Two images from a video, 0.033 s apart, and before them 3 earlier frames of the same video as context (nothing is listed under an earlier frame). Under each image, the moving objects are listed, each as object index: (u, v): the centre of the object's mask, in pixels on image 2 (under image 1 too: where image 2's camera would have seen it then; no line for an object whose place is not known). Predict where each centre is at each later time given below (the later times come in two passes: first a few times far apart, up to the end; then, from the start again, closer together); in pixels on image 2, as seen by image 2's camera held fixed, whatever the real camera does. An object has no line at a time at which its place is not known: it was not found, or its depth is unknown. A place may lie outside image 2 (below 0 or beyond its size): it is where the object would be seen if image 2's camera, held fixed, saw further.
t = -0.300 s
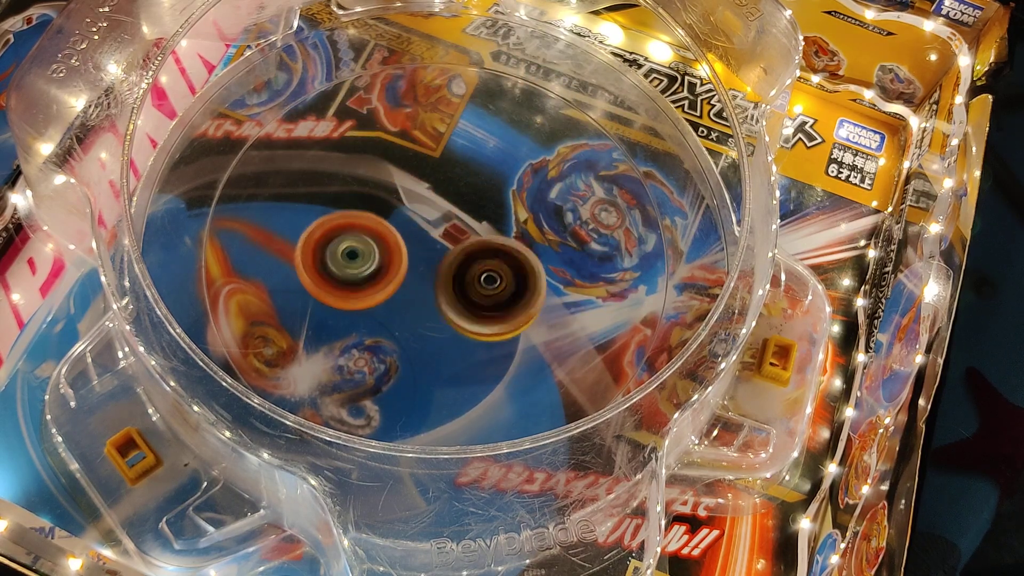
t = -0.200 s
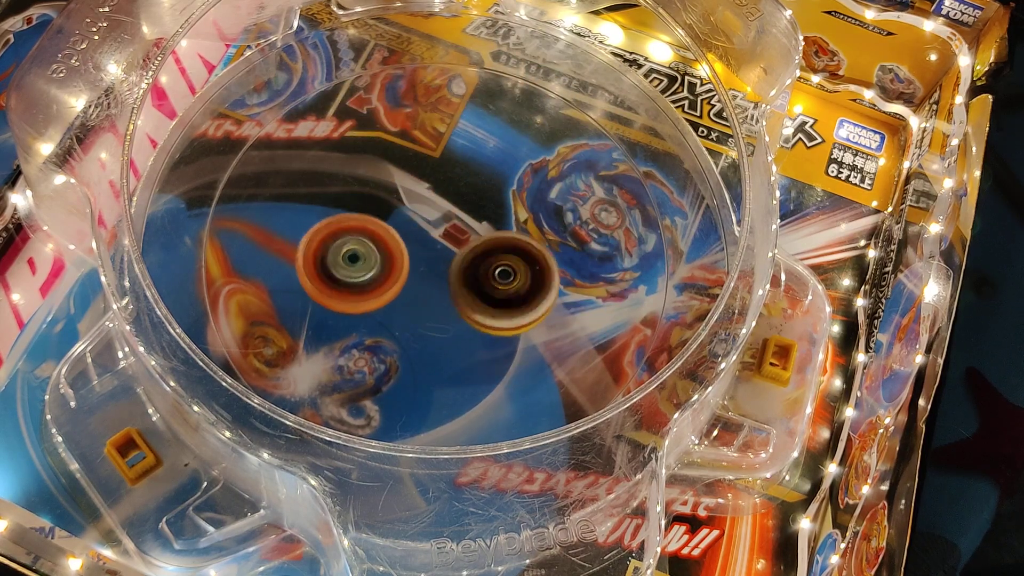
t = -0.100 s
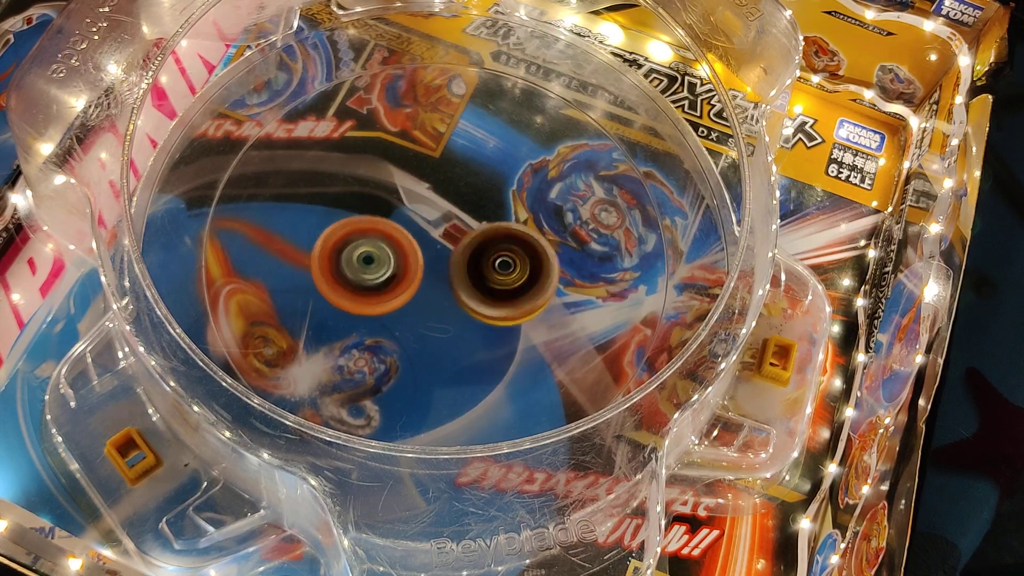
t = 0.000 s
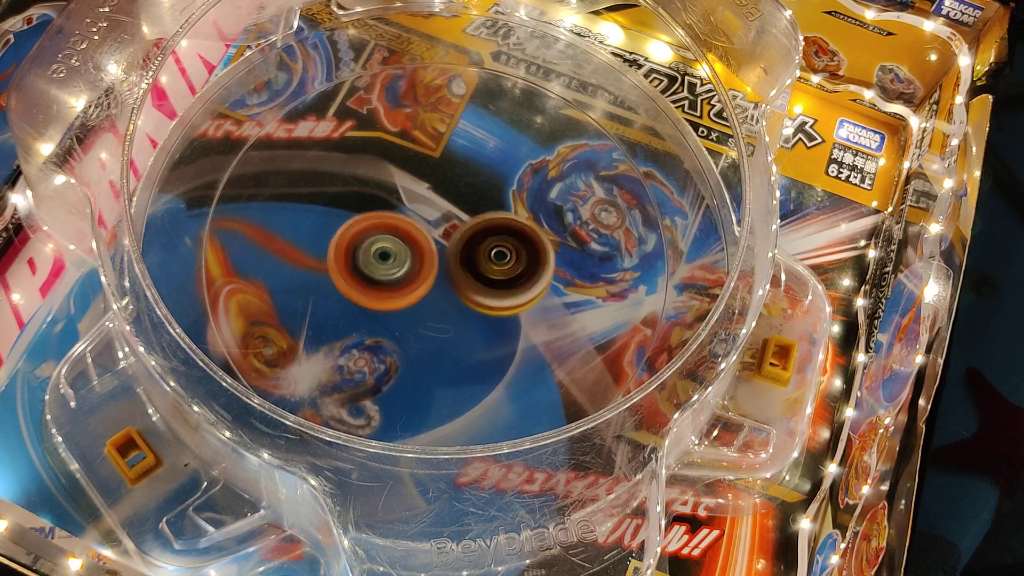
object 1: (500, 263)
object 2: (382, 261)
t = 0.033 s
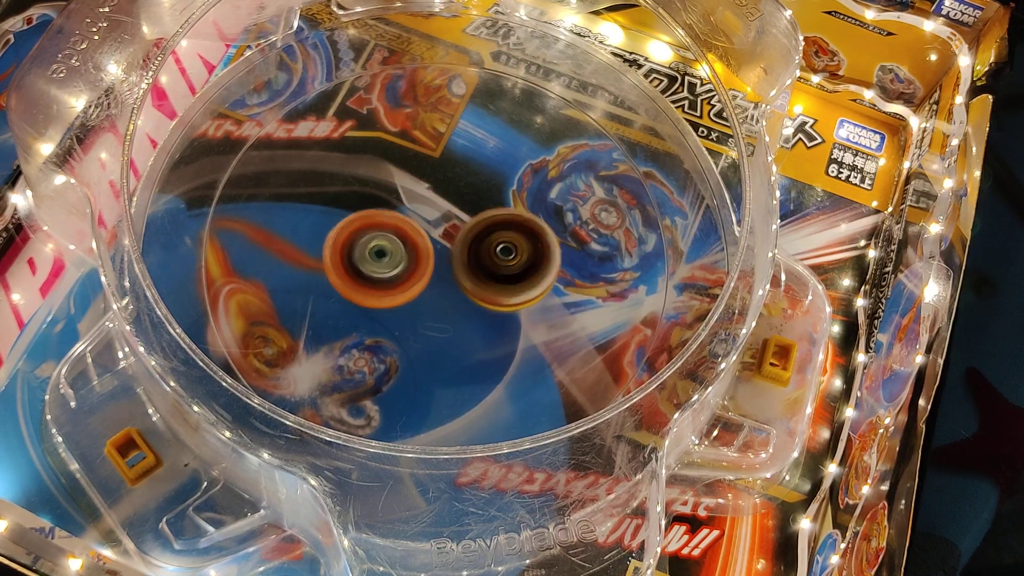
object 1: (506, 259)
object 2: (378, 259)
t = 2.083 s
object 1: (407, 268)
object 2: (480, 182)
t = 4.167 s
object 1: (476, 261)
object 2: (345, 249)
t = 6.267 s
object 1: (482, 217)
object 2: (409, 307)
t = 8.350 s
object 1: (441, 205)
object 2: (486, 302)
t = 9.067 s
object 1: (478, 263)
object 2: (359, 251)
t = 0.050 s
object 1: (507, 258)
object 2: (378, 258)
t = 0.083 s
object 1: (509, 255)
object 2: (377, 254)
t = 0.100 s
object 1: (508, 254)
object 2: (377, 253)
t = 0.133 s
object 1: (507, 251)
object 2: (380, 251)
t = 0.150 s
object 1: (506, 250)
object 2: (381, 249)
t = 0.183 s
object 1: (503, 248)
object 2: (383, 247)
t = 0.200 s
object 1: (501, 245)
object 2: (386, 246)
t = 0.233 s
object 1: (504, 244)
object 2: (383, 242)
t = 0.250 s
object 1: (508, 243)
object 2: (379, 239)
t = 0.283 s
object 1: (512, 243)
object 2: (372, 236)
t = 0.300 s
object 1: (514, 242)
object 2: (370, 234)
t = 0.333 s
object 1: (515, 241)
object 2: (367, 232)
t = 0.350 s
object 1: (515, 240)
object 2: (366, 231)
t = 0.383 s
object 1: (512, 239)
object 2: (365, 229)
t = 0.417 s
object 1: (510, 237)
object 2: (366, 227)
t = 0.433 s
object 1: (507, 236)
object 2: (367, 226)
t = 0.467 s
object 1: (503, 235)
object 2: (371, 224)
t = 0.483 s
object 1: (500, 234)
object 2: (372, 224)
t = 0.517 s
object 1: (495, 234)
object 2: (377, 222)
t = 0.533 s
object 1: (492, 233)
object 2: (380, 221)
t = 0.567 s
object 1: (496, 234)
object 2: (377, 217)
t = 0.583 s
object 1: (497, 235)
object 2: (375, 215)
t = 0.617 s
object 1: (500, 237)
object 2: (372, 212)
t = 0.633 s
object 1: (500, 237)
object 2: (371, 210)
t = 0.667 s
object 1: (501, 238)
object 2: (371, 210)
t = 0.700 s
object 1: (499, 239)
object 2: (372, 209)
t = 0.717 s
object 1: (499, 239)
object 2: (374, 209)
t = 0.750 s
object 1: (496, 240)
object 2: (378, 209)
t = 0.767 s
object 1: (495, 240)
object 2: (380, 209)
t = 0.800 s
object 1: (492, 241)
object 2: (386, 209)
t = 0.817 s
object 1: (497, 243)
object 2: (383, 206)
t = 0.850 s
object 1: (504, 248)
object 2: (374, 201)
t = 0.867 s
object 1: (507, 249)
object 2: (372, 199)
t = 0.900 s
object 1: (510, 252)
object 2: (367, 196)
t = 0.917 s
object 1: (512, 253)
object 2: (366, 196)
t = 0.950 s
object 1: (513, 256)
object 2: (365, 195)
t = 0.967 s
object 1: (514, 257)
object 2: (365, 195)
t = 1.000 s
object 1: (514, 260)
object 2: (368, 196)
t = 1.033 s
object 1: (514, 261)
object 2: (370, 198)
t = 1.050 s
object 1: (514, 263)
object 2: (373, 200)
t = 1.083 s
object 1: (514, 264)
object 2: (377, 201)
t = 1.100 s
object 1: (513, 265)
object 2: (381, 203)
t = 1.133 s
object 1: (511, 267)
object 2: (389, 205)
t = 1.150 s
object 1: (510, 268)
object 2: (392, 206)
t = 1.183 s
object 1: (507, 269)
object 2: (402, 209)
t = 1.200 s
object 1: (506, 269)
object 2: (406, 209)
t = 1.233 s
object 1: (505, 273)
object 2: (413, 210)
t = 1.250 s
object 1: (509, 278)
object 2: (412, 206)
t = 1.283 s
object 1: (514, 285)
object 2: (411, 201)
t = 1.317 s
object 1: (517, 290)
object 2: (412, 195)
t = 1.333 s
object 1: (518, 292)
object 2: (413, 193)
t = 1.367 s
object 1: (518, 295)
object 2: (416, 189)
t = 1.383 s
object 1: (518, 296)
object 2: (417, 188)
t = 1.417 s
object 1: (515, 296)
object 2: (423, 185)
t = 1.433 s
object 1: (515, 296)
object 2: (424, 183)
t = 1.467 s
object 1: (510, 296)
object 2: (429, 182)
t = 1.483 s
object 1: (509, 295)
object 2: (432, 180)
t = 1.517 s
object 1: (503, 294)
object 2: (435, 178)
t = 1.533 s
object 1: (501, 292)
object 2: (438, 177)
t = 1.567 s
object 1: (496, 291)
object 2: (442, 175)
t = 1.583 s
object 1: (492, 289)
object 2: (445, 174)
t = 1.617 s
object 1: (487, 287)
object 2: (447, 172)
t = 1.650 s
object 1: (479, 286)
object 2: (450, 171)
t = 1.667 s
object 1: (476, 283)
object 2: (450, 171)
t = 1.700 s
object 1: (470, 281)
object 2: (453, 170)
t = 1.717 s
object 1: (466, 279)
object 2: (454, 170)
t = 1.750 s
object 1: (461, 276)
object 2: (456, 172)
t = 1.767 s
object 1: (457, 274)
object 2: (456, 172)
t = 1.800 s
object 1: (451, 274)
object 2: (458, 172)
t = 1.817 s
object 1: (446, 274)
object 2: (460, 171)
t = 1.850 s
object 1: (440, 274)
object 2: (460, 171)
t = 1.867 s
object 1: (436, 274)
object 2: (462, 172)
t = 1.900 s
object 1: (431, 272)
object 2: (463, 173)
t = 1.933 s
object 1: (428, 271)
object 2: (465, 174)
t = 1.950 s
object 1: (425, 270)
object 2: (465, 175)
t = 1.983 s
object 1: (417, 271)
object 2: (470, 177)
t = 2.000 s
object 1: (416, 271)
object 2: (471, 179)
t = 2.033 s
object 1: (411, 271)
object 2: (475, 179)
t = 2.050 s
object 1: (410, 269)
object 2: (476, 180)
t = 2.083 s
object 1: (407, 268)
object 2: (480, 182)
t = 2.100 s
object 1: (406, 267)
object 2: (481, 183)
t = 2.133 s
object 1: (405, 264)
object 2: (486, 186)
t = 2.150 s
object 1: (404, 263)
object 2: (487, 187)
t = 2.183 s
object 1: (404, 260)
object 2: (491, 191)
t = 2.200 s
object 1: (404, 259)
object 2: (491, 192)
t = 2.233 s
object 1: (402, 255)
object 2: (495, 196)
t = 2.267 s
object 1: (400, 254)
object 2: (500, 198)
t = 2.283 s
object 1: (398, 254)
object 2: (503, 199)
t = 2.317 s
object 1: (399, 252)
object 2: (506, 202)
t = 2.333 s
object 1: (399, 252)
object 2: (508, 204)
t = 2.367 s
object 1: (400, 250)
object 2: (509, 207)
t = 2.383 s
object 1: (402, 249)
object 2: (511, 210)
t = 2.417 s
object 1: (405, 245)
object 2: (512, 213)
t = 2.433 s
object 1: (407, 243)
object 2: (512, 216)
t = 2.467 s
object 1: (405, 241)
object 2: (518, 220)
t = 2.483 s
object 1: (403, 239)
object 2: (520, 222)
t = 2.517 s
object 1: (402, 237)
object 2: (524, 225)
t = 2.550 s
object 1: (404, 235)
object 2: (526, 230)
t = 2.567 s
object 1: (404, 234)
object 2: (526, 232)
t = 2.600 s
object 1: (406, 231)
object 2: (526, 237)
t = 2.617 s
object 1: (408, 231)
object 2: (524, 239)
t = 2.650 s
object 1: (411, 229)
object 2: (522, 245)
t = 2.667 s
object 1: (414, 229)
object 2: (521, 247)
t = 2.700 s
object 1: (414, 226)
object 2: (522, 254)
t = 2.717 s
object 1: (415, 224)
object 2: (522, 257)
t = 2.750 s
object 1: (416, 223)
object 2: (523, 265)
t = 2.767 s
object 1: (416, 222)
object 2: (523, 268)
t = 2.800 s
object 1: (418, 221)
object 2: (523, 275)
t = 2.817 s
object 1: (419, 222)
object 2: (522, 277)
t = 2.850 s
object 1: (423, 221)
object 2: (522, 282)
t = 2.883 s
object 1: (426, 221)
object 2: (520, 287)
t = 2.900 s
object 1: (428, 222)
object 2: (519, 289)
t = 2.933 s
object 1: (432, 223)
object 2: (516, 293)
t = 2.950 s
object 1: (434, 223)
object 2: (515, 294)
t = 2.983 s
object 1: (437, 225)
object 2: (510, 297)
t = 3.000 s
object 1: (438, 224)
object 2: (508, 298)
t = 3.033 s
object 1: (441, 223)
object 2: (504, 304)
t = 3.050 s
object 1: (440, 222)
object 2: (503, 305)
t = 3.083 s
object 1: (441, 221)
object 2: (501, 311)
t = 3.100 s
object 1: (442, 221)
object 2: (500, 313)
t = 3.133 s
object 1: (442, 220)
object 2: (496, 318)
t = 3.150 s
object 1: (444, 219)
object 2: (494, 318)
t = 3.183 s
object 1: (445, 221)
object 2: (490, 322)
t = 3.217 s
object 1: (446, 222)
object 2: (485, 324)
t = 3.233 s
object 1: (446, 222)
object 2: (484, 325)
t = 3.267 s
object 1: (447, 224)
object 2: (478, 327)
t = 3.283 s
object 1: (447, 225)
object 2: (476, 327)
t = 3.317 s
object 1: (448, 227)
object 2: (470, 327)
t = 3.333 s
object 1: (449, 229)
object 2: (468, 326)
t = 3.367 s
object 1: (449, 231)
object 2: (462, 326)
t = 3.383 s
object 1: (449, 230)
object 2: (460, 325)
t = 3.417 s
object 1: (451, 230)
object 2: (454, 329)
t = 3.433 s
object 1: (451, 229)
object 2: (451, 329)
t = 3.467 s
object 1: (453, 229)
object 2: (447, 331)
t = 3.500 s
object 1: (455, 229)
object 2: (441, 331)
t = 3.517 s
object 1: (455, 230)
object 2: (439, 330)
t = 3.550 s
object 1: (456, 231)
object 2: (433, 328)
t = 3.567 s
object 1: (457, 231)
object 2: (431, 325)
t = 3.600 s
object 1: (459, 233)
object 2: (425, 322)
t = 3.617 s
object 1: (461, 231)
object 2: (419, 325)
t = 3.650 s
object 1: (467, 223)
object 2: (409, 331)
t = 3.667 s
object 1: (468, 220)
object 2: (404, 332)
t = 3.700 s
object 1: (473, 215)
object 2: (398, 333)
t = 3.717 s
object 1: (476, 214)
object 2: (395, 333)
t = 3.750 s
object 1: (478, 213)
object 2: (391, 331)
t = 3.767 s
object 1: (479, 214)
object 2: (389, 330)
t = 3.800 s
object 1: (480, 215)
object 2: (385, 325)
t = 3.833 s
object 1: (481, 217)
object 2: (383, 319)
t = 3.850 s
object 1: (480, 219)
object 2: (381, 316)
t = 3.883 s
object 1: (479, 222)
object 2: (379, 308)
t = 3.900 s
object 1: (479, 225)
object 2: (378, 304)
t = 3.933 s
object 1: (476, 229)
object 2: (376, 295)
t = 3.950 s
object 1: (474, 232)
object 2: (376, 291)
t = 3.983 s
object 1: (472, 236)
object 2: (373, 283)
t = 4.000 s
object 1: (471, 239)
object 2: (372, 278)
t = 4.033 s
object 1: (473, 243)
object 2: (365, 272)
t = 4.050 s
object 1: (474, 245)
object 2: (361, 269)
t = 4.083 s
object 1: (475, 250)
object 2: (356, 263)
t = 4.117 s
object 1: (476, 255)
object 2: (350, 258)
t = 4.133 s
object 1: (476, 256)
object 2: (348, 255)
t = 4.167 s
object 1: (476, 261)
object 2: (345, 249)
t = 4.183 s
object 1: (476, 264)
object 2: (343, 246)
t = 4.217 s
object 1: (476, 267)
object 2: (342, 240)
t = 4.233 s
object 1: (477, 269)
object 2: (341, 238)
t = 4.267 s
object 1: (476, 272)
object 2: (341, 232)
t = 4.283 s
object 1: (475, 274)
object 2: (342, 229)
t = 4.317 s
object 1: (475, 277)
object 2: (343, 223)
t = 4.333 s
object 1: (475, 279)
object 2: (345, 220)
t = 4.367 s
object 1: (473, 281)
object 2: (348, 214)
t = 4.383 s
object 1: (471, 282)
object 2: (349, 210)
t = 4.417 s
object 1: (469, 283)
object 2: (352, 205)
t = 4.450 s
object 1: (467, 285)
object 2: (356, 200)
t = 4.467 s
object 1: (465, 286)
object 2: (358, 196)
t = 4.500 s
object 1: (462, 288)
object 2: (363, 192)
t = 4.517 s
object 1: (461, 288)
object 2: (364, 190)
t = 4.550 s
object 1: (457, 289)
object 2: (370, 185)
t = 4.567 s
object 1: (454, 289)
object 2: (373, 184)
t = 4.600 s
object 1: (451, 290)
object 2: (380, 182)
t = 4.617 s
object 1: (450, 290)
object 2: (384, 181)
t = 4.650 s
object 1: (446, 290)
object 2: (391, 180)
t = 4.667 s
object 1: (444, 289)
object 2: (396, 178)
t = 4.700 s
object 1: (440, 289)
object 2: (404, 178)
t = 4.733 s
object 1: (436, 288)
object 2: (412, 178)
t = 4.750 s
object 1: (434, 288)
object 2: (416, 177)
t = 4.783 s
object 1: (429, 287)
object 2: (424, 178)
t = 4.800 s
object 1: (428, 286)
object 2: (427, 178)
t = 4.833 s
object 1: (424, 285)
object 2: (436, 177)
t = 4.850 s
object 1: (421, 284)
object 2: (439, 178)
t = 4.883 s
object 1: (417, 282)
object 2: (447, 179)
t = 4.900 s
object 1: (416, 281)
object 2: (452, 180)
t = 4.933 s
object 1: (413, 279)
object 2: (459, 181)
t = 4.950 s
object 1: (410, 277)
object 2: (463, 180)
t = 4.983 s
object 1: (407, 275)
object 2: (471, 182)
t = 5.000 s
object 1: (406, 274)
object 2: (474, 182)
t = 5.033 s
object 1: (403, 271)
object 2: (482, 184)
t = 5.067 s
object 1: (400, 268)
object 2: (489, 186)
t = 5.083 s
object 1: (399, 266)
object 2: (491, 187)
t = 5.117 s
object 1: (397, 263)
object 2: (498, 190)
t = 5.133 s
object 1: (396, 262)
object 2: (501, 192)
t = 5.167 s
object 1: (394, 259)
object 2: (507, 195)
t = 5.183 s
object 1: (394, 257)
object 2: (511, 198)
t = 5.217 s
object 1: (393, 253)
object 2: (517, 202)
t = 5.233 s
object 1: (392, 251)
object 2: (520, 203)
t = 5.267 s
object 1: (391, 248)
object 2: (526, 207)
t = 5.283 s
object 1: (391, 246)
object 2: (528, 208)
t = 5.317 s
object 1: (392, 243)
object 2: (533, 212)
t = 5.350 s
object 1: (392, 239)
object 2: (536, 217)
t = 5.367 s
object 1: (392, 237)
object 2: (537, 219)
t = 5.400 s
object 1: (392, 234)
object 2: (539, 223)
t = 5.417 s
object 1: (393, 233)
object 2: (540, 226)
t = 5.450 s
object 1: (395, 230)
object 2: (540, 231)
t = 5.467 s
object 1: (395, 227)
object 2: (540, 233)
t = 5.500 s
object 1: (398, 224)
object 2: (539, 238)
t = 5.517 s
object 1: (399, 223)
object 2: (537, 240)
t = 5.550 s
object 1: (402, 220)
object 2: (535, 246)
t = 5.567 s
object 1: (403, 218)
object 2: (533, 250)
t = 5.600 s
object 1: (406, 215)
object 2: (529, 255)
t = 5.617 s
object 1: (407, 215)
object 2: (528, 258)
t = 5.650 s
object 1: (410, 212)
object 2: (523, 264)
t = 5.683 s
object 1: (414, 210)
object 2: (518, 270)
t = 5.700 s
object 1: (416, 209)
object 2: (516, 272)
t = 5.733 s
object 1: (420, 208)
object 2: (511, 278)
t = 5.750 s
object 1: (421, 207)
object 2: (508, 279)
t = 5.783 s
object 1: (425, 206)
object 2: (504, 285)
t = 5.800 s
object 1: (428, 205)
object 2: (500, 288)
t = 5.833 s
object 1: (432, 204)
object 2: (495, 293)
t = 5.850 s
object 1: (434, 204)
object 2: (493, 295)
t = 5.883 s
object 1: (438, 204)
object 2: (487, 300)
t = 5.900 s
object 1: (441, 203)
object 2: (485, 301)
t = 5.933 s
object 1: (446, 203)
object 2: (479, 305)
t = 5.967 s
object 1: (450, 203)
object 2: (472, 308)
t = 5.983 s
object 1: (451, 204)
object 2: (468, 308)
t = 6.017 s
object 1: (455, 204)
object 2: (462, 310)
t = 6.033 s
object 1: (458, 205)
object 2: (458, 311)
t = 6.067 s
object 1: (462, 206)
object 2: (450, 311)
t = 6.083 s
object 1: (463, 206)
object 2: (447, 312)
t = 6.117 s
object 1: (467, 207)
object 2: (440, 312)
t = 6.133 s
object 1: (469, 208)
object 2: (436, 311)
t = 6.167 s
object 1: (473, 210)
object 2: (430, 312)
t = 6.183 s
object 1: (474, 211)
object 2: (425, 311)
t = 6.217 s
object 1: (477, 213)
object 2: (419, 310)
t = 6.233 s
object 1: (479, 215)
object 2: (416, 309)
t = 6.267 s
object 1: (482, 217)
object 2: (409, 307)
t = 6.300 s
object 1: (484, 220)
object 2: (403, 305)
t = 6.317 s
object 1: (485, 221)
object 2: (401, 303)
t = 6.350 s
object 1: (487, 224)
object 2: (395, 300)
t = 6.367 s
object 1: (488, 226)
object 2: (391, 297)
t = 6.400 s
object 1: (489, 229)
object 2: (386, 293)
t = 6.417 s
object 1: (489, 231)
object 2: (383, 292)
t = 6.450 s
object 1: (490, 234)
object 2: (378, 287)
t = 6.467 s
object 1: (491, 236)
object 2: (377, 285)
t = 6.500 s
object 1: (491, 240)
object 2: (373, 281)
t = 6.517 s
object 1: (491, 242)
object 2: (370, 278)
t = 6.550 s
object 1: (490, 246)
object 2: (368, 273)
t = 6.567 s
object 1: (490, 248)
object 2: (367, 272)
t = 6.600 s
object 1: (490, 251)
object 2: (365, 266)
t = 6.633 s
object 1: (489, 255)
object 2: (365, 261)
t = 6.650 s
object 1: (488, 257)
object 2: (366, 260)
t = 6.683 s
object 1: (487, 260)
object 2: (366, 255)
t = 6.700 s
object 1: (486, 262)
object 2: (366, 251)
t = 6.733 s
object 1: (484, 265)
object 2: (368, 246)
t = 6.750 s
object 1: (483, 267)
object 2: (368, 244)
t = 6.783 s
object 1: (480, 270)
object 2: (370, 239)
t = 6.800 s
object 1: (480, 272)
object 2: (372, 236)
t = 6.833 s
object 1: (480, 276)
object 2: (372, 228)
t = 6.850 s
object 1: (481, 279)
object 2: (370, 223)
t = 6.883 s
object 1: (482, 283)
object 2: (367, 214)
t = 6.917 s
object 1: (481, 286)
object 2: (366, 206)
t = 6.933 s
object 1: (481, 286)
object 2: (366, 203)
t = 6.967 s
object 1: (479, 288)
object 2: (366, 196)
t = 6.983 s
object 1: (476, 289)
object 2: (368, 193)
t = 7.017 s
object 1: (472, 289)
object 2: (371, 188)
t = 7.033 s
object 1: (471, 289)
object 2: (372, 185)
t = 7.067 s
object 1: (467, 289)
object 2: (377, 181)
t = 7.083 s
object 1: (464, 289)
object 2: (380, 180)
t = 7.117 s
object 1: (460, 288)
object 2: (386, 177)
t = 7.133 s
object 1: (458, 287)
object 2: (390, 175)
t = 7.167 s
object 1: (453, 286)
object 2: (397, 174)
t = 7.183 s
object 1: (450, 286)
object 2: (399, 173)
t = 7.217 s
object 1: (445, 285)
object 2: (406, 172)
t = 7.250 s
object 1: (440, 283)
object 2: (414, 171)
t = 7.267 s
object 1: (438, 282)
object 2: (419, 172)
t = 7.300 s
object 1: (433, 280)
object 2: (427, 171)
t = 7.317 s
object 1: (432, 279)
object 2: (431, 170)
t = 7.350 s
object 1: (428, 276)
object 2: (438, 170)
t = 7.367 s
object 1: (425, 275)
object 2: (441, 170)
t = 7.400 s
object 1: (422, 272)
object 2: (447, 170)
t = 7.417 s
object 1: (421, 270)
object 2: (451, 171)
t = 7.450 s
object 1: (417, 267)
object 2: (458, 172)
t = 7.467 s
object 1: (415, 266)
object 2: (460, 172)
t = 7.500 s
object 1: (411, 263)
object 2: (467, 173)
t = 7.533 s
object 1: (408, 261)
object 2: (474, 174)
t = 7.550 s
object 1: (406, 260)
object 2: (478, 174)
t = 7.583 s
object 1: (403, 257)
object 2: (485, 175)
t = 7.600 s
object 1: (403, 256)
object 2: (487, 176)
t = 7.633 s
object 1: (400, 253)
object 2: (493, 178)
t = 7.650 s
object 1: (399, 251)
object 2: (495, 179)
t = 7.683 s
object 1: (398, 247)
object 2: (500, 182)
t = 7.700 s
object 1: (397, 246)
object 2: (502, 184)
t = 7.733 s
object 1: (396, 242)
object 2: (506, 187)
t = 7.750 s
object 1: (396, 240)
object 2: (507, 189)
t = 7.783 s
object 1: (395, 237)
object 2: (510, 193)
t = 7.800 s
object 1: (395, 235)
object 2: (513, 197)
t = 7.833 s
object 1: (396, 232)
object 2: (515, 202)
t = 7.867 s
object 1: (397, 228)
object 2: (516, 208)
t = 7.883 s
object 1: (398, 227)
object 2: (517, 210)
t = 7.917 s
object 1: (399, 224)
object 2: (518, 216)
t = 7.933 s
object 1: (399, 222)
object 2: (518, 220)
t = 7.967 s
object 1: (401, 219)
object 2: (517, 227)
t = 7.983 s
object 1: (403, 217)
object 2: (518, 230)
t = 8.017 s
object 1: (405, 215)
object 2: (516, 237)
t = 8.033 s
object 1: (406, 214)
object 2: (514, 241)
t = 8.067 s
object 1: (410, 212)
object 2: (513, 249)
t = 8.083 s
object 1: (411, 211)
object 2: (513, 253)
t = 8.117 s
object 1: (414, 209)
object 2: (511, 261)
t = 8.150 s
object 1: (418, 207)
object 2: (509, 269)
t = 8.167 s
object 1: (420, 207)
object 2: (507, 271)
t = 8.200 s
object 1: (423, 206)
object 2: (505, 278)
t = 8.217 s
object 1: (425, 205)
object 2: (504, 283)
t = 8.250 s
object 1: (428, 205)
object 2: (500, 289)
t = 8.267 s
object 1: (430, 204)
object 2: (499, 291)
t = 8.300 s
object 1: (435, 204)
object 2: (495, 296)
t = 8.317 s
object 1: (437, 204)
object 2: (491, 299)
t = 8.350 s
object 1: (441, 205)
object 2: (486, 302)
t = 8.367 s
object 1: (443, 205)
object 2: (484, 303)
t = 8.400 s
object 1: (447, 205)
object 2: (477, 305)
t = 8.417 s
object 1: (450, 205)
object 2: (473, 306)
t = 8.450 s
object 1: (454, 206)
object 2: (465, 307)
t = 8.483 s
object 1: (457, 207)
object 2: (458, 307)
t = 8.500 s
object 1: (459, 208)
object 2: (455, 307)
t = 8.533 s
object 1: (463, 210)
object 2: (447, 306)
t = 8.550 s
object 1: (464, 210)
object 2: (443, 306)
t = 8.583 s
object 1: (468, 213)
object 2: (435, 305)
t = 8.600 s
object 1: (470, 214)
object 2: (431, 305)
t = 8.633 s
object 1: (472, 217)
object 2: (424, 304)
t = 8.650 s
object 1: (473, 218)
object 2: (420, 302)
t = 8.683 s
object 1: (476, 222)
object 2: (413, 300)
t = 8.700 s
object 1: (476, 223)
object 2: (409, 300)
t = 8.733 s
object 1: (478, 227)
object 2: (403, 297)
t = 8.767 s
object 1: (480, 231)
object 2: (396, 294)
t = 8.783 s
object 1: (481, 232)
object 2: (393, 291)
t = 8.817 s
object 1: (482, 236)
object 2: (387, 288)
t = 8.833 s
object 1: (481, 238)
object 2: (384, 287)
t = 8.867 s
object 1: (482, 242)
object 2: (379, 282)
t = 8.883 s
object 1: (482, 244)
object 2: (377, 280)
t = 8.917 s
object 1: (482, 248)
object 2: (372, 275)
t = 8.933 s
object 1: (482, 250)
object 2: (370, 273)
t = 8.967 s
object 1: (482, 253)
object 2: (367, 268)
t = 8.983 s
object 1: (481, 255)
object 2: (366, 265)
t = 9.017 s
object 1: (480, 258)
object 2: (363, 259)
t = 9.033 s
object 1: (480, 260)
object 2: (361, 257)
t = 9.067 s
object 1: (478, 263)
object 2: (359, 251)
